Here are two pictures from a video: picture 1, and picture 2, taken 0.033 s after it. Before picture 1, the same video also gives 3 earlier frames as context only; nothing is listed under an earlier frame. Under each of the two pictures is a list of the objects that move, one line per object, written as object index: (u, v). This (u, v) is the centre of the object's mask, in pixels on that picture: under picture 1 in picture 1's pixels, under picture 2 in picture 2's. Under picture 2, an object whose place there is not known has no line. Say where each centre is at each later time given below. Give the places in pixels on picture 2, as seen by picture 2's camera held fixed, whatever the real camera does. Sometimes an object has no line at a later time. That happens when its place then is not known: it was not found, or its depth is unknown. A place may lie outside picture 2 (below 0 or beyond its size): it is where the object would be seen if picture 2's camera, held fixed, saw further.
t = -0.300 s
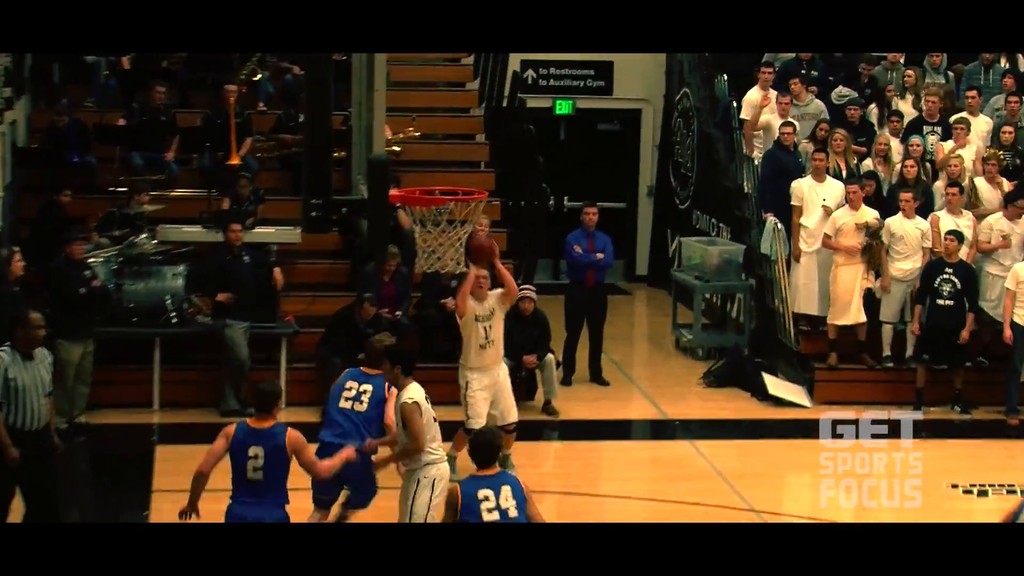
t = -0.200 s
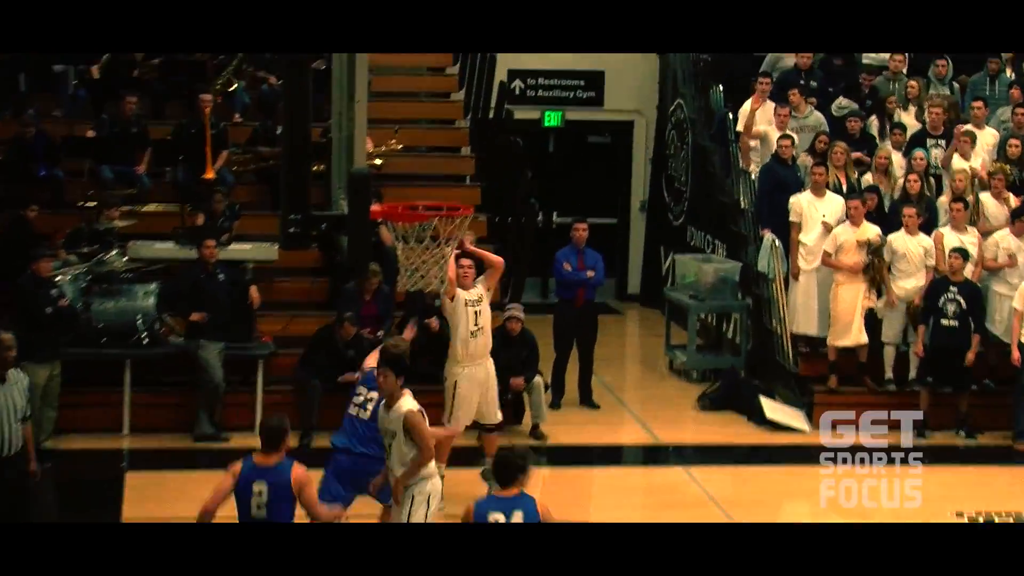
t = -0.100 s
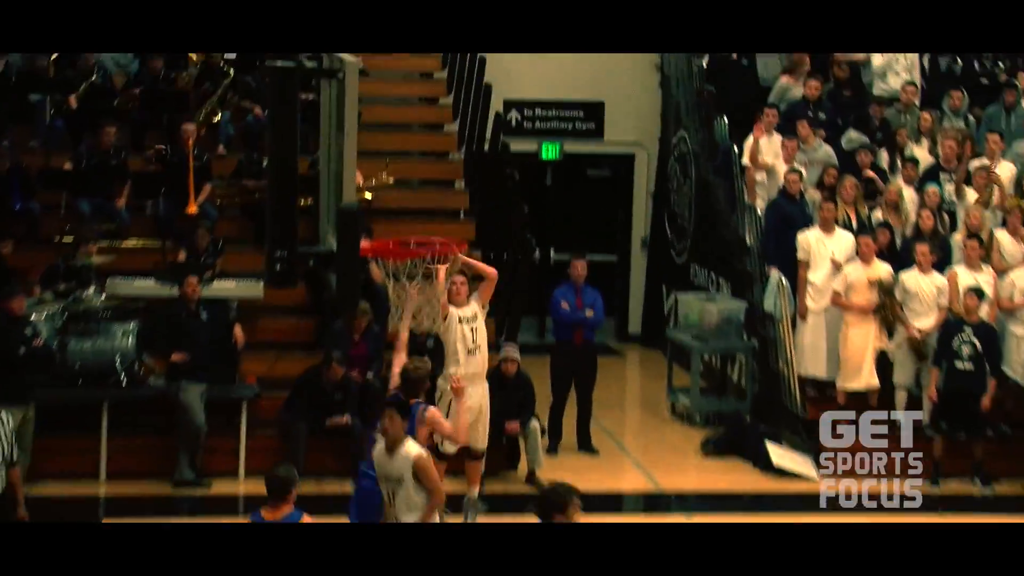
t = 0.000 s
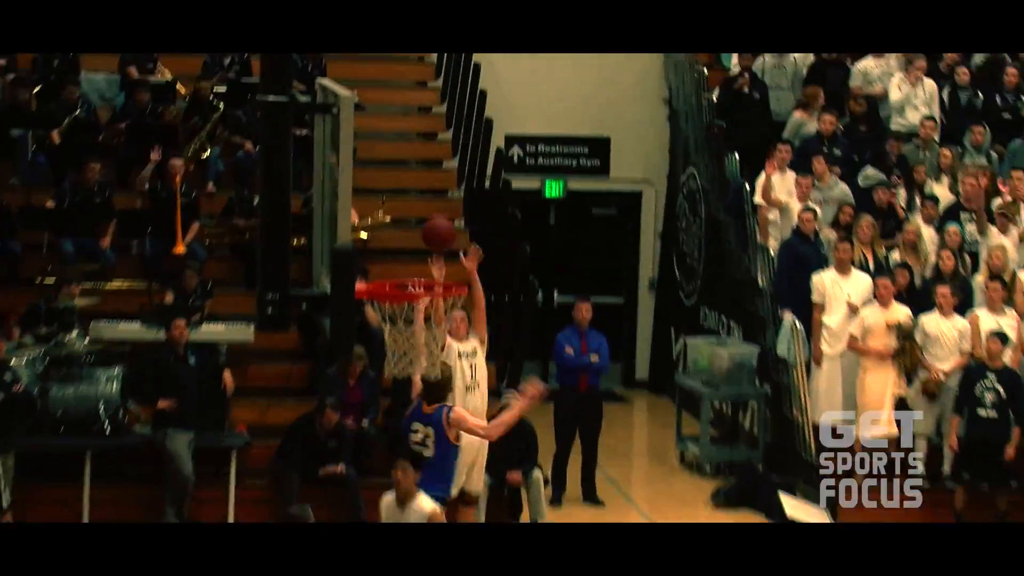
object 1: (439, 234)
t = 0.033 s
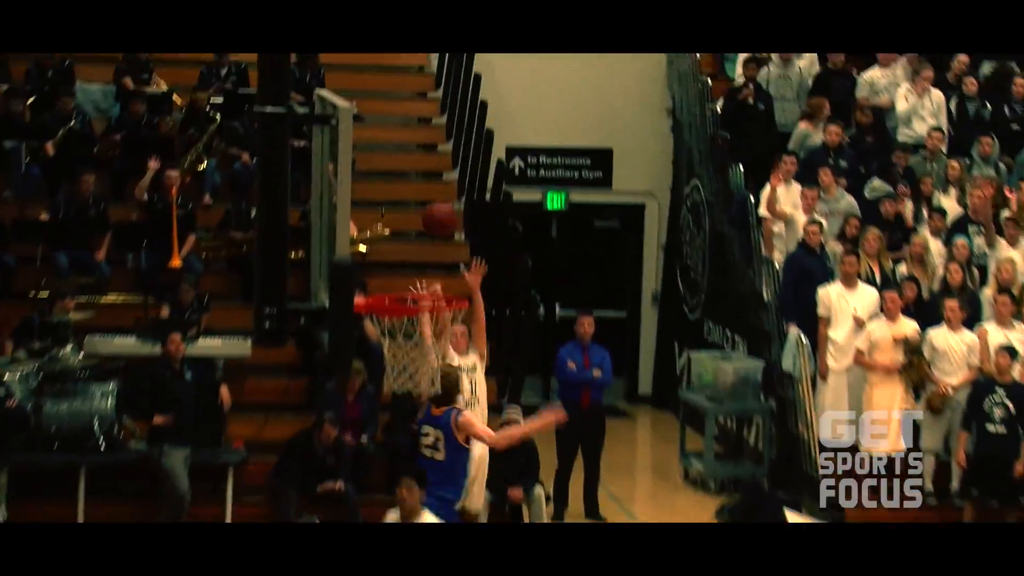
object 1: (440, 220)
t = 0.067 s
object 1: (440, 193)
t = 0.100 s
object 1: (440, 168)
